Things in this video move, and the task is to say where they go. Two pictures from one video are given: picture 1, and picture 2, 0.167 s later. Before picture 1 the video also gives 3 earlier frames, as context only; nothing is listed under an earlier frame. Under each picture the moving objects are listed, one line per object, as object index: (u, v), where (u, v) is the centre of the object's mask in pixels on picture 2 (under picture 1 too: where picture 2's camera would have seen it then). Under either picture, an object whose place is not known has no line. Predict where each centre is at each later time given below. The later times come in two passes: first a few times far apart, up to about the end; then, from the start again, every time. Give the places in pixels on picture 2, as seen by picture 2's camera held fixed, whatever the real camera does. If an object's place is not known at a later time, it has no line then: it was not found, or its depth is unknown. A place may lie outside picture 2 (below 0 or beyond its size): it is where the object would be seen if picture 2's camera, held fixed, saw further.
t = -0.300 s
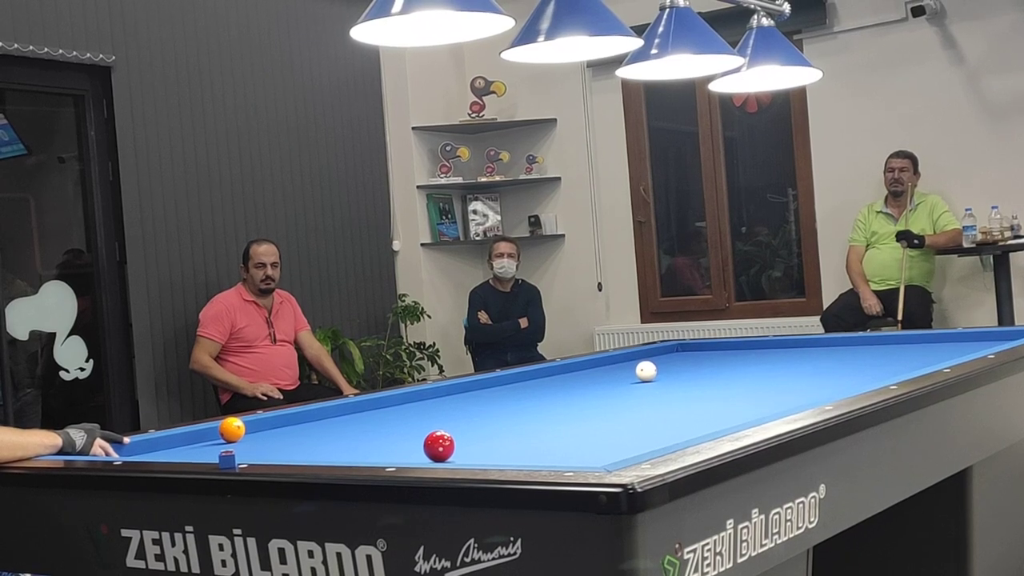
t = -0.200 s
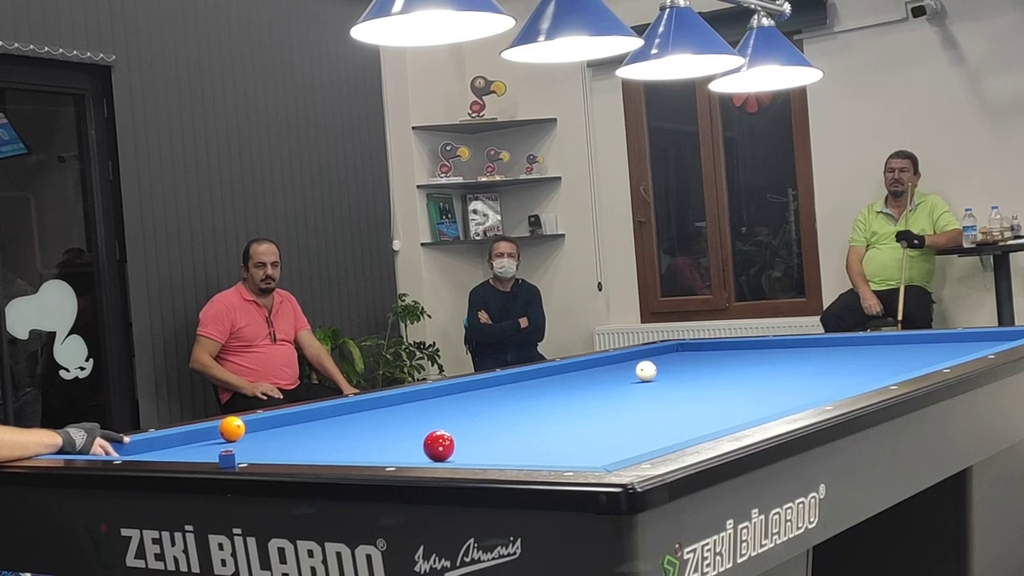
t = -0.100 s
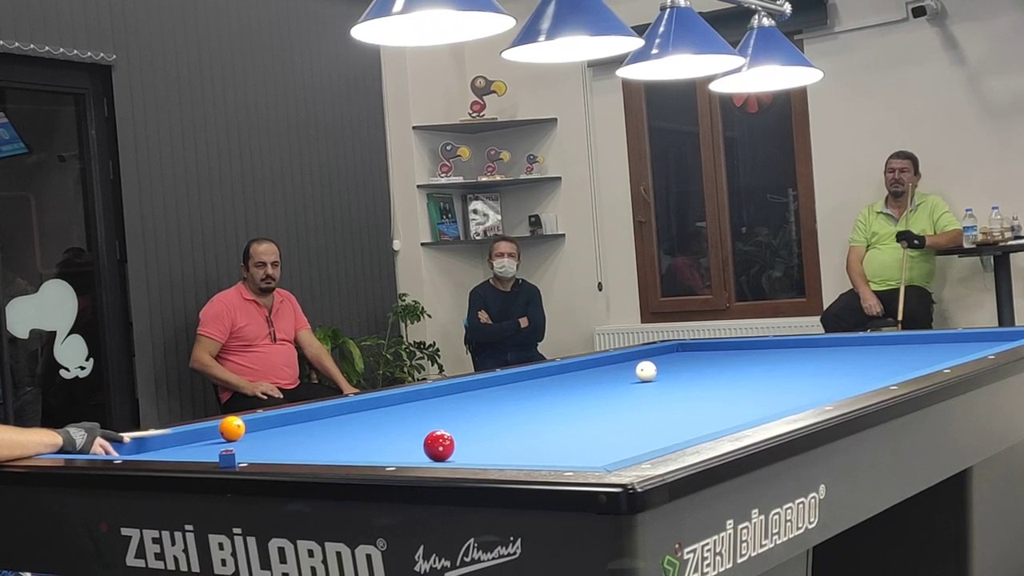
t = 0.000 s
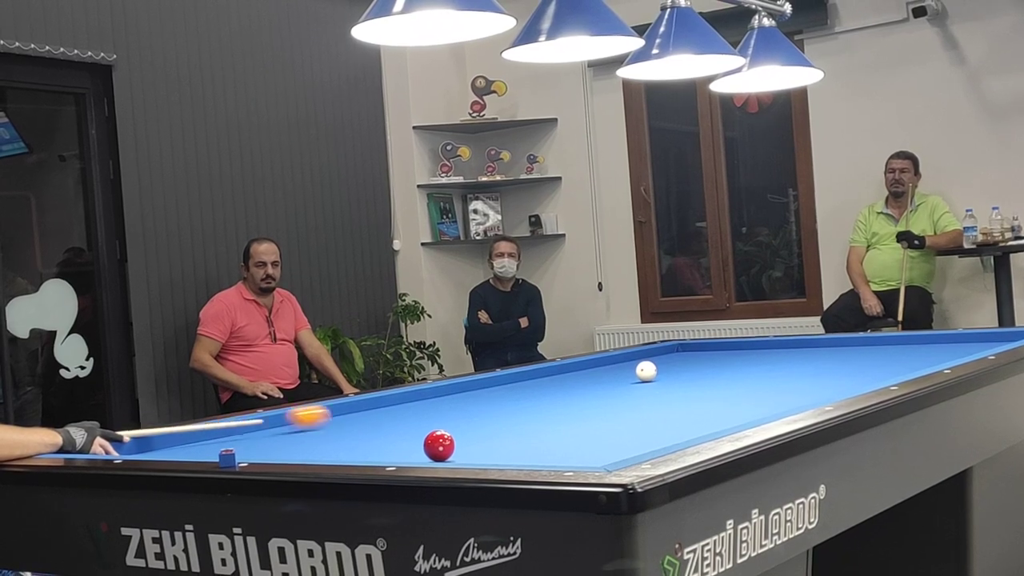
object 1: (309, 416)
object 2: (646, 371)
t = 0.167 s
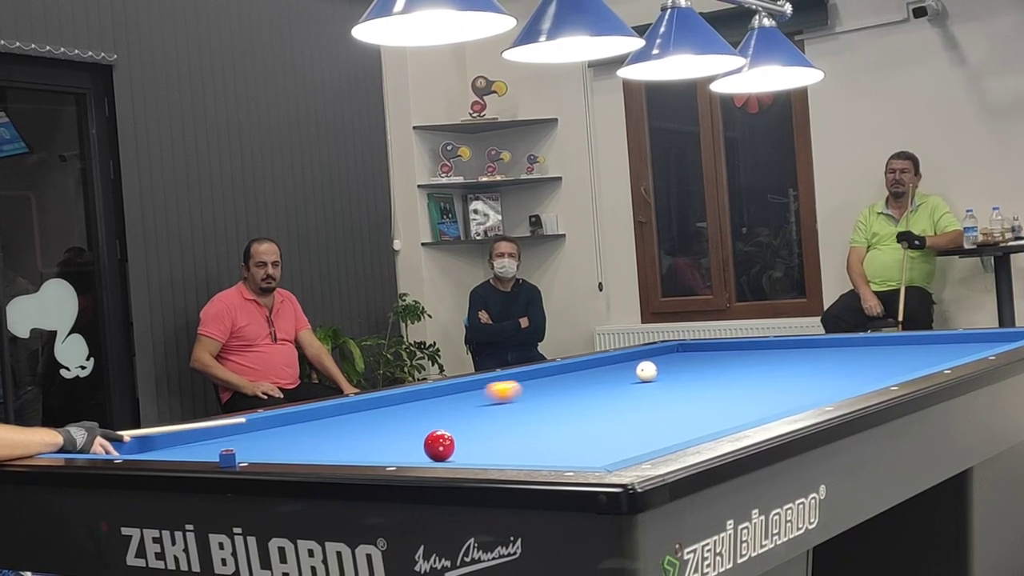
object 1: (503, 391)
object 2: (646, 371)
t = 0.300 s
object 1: (630, 374)
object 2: (648, 371)
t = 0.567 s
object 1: (812, 362)
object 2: (700, 353)
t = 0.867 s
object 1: (975, 346)
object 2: (724, 344)
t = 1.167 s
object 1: (906, 342)
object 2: (662, 353)
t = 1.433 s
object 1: (865, 338)
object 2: (608, 361)
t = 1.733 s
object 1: (766, 346)
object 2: (543, 371)
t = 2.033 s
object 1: (671, 352)
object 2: (473, 382)
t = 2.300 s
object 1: (613, 359)
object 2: (428, 391)
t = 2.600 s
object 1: (621, 363)
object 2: (373, 402)
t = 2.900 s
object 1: (628, 368)
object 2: (311, 415)
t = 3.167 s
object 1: (635, 373)
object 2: (250, 427)
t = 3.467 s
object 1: (645, 379)
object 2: (172, 442)
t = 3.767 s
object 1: (655, 386)
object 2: (134, 448)
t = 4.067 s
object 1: (666, 393)
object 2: (201, 442)
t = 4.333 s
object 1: (678, 401)
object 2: (255, 435)
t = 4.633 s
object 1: (693, 410)
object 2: (310, 426)
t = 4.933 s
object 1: (709, 420)
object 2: (361, 419)
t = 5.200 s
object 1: (708, 425)
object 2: (404, 413)
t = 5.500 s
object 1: (648, 438)
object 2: (447, 406)
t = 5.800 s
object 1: (587, 448)
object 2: (487, 400)
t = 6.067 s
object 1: (532, 453)
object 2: (521, 395)
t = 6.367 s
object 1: (471, 456)
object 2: (555, 390)
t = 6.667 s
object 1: (470, 454)
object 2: (587, 385)
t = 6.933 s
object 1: (473, 452)
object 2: (614, 381)
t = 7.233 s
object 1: (476, 449)
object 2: (641, 377)
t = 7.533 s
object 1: (479, 447)
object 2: (667, 373)
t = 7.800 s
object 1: (482, 444)
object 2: (688, 370)
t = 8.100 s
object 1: (484, 440)
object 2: (710, 367)
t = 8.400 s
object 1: (487, 437)
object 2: (731, 364)
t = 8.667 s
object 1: (488, 435)
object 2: (748, 361)
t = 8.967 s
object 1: (490, 432)
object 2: (766, 359)
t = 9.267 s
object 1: (492, 430)
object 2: (783, 356)
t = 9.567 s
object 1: (494, 428)
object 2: (798, 354)
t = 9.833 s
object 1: (495, 426)
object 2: (812, 352)
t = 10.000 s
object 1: (496, 425)
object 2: (819, 351)
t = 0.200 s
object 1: (536, 387)
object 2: (646, 371)
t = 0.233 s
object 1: (570, 382)
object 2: (646, 371)
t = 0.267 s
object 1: (602, 378)
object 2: (646, 371)
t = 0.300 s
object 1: (630, 374)
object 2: (648, 371)
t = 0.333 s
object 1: (655, 370)
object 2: (650, 365)
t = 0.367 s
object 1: (679, 371)
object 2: (659, 366)
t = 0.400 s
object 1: (699, 369)
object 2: (668, 364)
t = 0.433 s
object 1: (720, 368)
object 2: (676, 362)
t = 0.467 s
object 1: (744, 367)
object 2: (682, 359)
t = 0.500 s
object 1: (765, 366)
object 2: (688, 357)
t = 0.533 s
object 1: (789, 364)
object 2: (694, 355)
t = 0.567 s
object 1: (812, 362)
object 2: (700, 353)
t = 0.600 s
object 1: (835, 361)
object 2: (705, 352)
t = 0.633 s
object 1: (858, 359)
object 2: (710, 350)
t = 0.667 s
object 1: (882, 358)
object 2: (715, 349)
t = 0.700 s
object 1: (905, 356)
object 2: (720, 347)
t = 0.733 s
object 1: (929, 354)
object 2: (724, 346)
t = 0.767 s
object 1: (953, 351)
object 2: (728, 345)
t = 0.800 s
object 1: (976, 348)
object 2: (732, 343)
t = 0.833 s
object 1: (986, 345)
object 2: (731, 343)
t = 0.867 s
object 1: (975, 346)
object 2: (724, 344)
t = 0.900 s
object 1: (964, 347)
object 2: (716, 345)
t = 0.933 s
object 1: (954, 347)
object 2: (709, 347)
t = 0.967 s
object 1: (945, 346)
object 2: (702, 348)
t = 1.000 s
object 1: (937, 345)
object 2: (695, 349)
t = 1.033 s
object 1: (929, 345)
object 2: (687, 350)
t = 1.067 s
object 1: (923, 344)
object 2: (681, 351)
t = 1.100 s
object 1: (917, 344)
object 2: (674, 352)
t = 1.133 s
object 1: (912, 343)
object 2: (668, 353)
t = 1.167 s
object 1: (906, 342)
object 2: (662, 353)
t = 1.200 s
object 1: (901, 342)
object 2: (655, 354)
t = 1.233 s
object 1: (895, 341)
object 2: (648, 356)
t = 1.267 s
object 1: (891, 340)
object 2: (642, 356)
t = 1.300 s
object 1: (885, 340)
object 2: (635, 358)
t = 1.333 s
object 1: (881, 339)
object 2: (629, 358)
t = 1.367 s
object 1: (876, 339)
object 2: (622, 359)
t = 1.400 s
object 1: (871, 338)
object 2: (615, 360)
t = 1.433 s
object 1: (865, 338)
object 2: (608, 361)
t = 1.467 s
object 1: (853, 339)
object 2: (602, 362)
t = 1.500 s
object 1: (842, 340)
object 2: (594, 364)
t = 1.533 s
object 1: (830, 340)
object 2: (587, 365)
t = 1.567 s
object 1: (819, 342)
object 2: (580, 366)
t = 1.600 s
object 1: (808, 342)
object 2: (573, 366)
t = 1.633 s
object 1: (798, 343)
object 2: (565, 368)
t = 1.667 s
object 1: (787, 344)
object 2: (558, 369)
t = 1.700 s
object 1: (776, 345)
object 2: (551, 370)
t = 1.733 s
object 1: (766, 346)
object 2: (543, 371)
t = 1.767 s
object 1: (755, 346)
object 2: (536, 372)
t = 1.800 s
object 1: (745, 347)
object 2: (528, 373)
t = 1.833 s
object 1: (734, 348)
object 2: (520, 374)
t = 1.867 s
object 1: (723, 348)
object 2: (512, 376)
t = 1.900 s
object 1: (713, 349)
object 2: (505, 377)
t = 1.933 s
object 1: (703, 350)
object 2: (497, 378)
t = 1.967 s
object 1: (692, 351)
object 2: (489, 379)
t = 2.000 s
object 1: (682, 352)
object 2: (481, 380)
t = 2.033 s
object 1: (671, 352)
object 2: (473, 382)
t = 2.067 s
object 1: (660, 353)
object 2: (466, 383)
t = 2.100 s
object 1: (651, 354)
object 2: (461, 384)
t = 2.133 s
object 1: (641, 355)
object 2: (456, 385)
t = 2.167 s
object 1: (630, 356)
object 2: (450, 386)
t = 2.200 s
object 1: (620, 356)
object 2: (444, 387)
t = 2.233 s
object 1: (610, 357)
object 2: (439, 388)
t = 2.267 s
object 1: (611, 358)
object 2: (433, 389)
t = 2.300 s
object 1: (613, 359)
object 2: (428, 391)
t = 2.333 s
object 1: (614, 358)
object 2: (421, 392)
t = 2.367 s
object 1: (615, 359)
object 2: (415, 393)
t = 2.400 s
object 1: (616, 360)
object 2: (410, 394)
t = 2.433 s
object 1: (617, 360)
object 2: (404, 396)
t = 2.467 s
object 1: (617, 361)
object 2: (398, 397)
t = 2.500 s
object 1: (618, 361)
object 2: (391, 398)
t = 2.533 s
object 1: (619, 361)
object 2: (385, 399)
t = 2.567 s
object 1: (620, 362)
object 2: (379, 401)
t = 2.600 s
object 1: (621, 363)
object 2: (373, 402)
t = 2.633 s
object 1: (621, 363)
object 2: (366, 403)
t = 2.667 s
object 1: (622, 364)
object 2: (359, 405)
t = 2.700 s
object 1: (623, 364)
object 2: (353, 406)
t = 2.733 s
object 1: (624, 365)
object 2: (346, 407)
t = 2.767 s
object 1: (625, 366)
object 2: (339, 409)
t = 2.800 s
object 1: (625, 366)
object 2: (333, 410)
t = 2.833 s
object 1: (626, 367)
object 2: (325, 412)
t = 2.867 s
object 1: (627, 367)
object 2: (318, 413)
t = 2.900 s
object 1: (628, 368)
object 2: (311, 415)
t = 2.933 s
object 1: (629, 368)
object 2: (304, 416)
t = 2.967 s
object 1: (630, 369)
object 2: (296, 418)
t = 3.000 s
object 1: (631, 370)
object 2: (289, 419)
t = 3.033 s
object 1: (632, 370)
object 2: (281, 421)
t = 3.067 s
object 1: (633, 371)
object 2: (273, 422)
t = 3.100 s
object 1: (634, 372)
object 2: (266, 424)
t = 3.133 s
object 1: (635, 372)
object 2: (258, 425)
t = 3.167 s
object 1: (635, 373)
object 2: (250, 427)
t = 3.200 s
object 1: (637, 373)
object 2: (242, 429)
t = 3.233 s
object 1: (638, 374)
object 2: (233, 430)
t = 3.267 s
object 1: (639, 375)
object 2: (225, 432)
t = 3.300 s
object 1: (640, 375)
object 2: (217, 434)
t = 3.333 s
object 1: (640, 376)
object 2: (208, 436)
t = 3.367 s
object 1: (642, 376)
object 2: (199, 437)
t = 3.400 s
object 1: (643, 377)
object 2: (190, 439)
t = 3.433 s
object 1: (644, 378)
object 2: (181, 441)
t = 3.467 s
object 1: (645, 379)
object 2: (172, 442)
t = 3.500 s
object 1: (646, 380)
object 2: (163, 444)
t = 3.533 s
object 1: (647, 380)
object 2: (154, 445)
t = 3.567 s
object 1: (648, 381)
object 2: (144, 446)
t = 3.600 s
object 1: (649, 382)
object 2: (135, 447)
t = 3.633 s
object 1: (650, 383)
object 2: (125, 448)
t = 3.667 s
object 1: (652, 383)
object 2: (115, 449)
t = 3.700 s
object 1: (652, 384)
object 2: (114, 449)
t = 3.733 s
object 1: (654, 385)
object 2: (125, 448)
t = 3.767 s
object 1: (655, 386)
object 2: (134, 448)
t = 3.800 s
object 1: (656, 387)
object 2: (142, 447)
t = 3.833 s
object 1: (658, 387)
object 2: (150, 447)
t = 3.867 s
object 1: (659, 388)
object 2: (158, 446)
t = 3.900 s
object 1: (660, 389)
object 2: (165, 445)
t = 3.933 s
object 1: (661, 390)
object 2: (172, 445)
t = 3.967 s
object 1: (662, 391)
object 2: (179, 444)
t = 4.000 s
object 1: (664, 391)
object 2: (186, 444)
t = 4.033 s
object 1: (665, 392)
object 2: (194, 443)
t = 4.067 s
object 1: (666, 393)
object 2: (201, 442)
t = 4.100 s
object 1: (668, 394)
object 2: (208, 441)
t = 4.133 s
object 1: (670, 395)
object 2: (214, 440)
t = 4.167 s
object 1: (671, 396)
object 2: (222, 439)
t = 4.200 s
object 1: (672, 397)
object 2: (228, 438)
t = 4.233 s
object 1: (674, 398)
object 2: (235, 437)
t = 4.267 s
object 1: (675, 399)
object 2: (242, 437)
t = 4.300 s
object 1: (676, 400)
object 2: (248, 436)
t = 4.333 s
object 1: (678, 401)
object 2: (255, 435)
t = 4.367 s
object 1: (680, 402)
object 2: (261, 433)
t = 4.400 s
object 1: (681, 403)
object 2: (268, 432)
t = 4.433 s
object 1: (683, 404)
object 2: (274, 432)
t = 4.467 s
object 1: (685, 405)
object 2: (280, 431)
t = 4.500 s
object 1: (686, 406)
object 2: (286, 430)
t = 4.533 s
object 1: (688, 407)
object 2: (292, 429)
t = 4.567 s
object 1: (689, 408)
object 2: (299, 428)
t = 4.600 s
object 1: (691, 409)
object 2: (305, 427)
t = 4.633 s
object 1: (693, 410)
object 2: (310, 426)
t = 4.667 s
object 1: (695, 411)
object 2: (317, 425)
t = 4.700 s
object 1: (697, 413)
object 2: (322, 425)
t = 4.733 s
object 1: (698, 414)
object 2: (328, 424)
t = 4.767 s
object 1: (700, 415)
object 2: (334, 423)
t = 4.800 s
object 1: (702, 416)
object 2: (339, 422)
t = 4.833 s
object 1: (703, 417)
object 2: (345, 421)
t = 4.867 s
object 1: (705, 418)
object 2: (351, 420)
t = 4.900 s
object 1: (707, 419)
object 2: (356, 420)
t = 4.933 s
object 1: (709, 420)
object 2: (361, 419)
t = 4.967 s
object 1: (711, 420)
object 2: (367, 418)
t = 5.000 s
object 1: (713, 421)
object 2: (372, 417)
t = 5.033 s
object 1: (714, 421)
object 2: (378, 416)
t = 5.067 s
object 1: (716, 422)
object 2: (383, 416)
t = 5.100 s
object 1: (718, 422)
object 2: (388, 415)
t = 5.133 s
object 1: (719, 422)
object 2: (393, 414)
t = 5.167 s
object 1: (716, 423)
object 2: (399, 413)
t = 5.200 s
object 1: (708, 425)
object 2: (404, 413)
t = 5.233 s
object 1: (701, 426)
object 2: (409, 412)
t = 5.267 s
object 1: (694, 428)
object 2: (414, 411)
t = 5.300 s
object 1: (688, 430)
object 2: (419, 410)
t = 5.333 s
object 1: (681, 431)
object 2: (424, 410)
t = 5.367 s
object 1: (674, 432)
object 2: (428, 409)
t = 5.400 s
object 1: (668, 434)
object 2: (433, 408)
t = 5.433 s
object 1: (661, 435)
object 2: (438, 408)
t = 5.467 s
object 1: (655, 437)
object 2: (443, 407)
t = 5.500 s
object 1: (648, 438)
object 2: (447, 406)
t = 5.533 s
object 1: (641, 439)
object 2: (452, 405)
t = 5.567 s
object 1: (634, 441)
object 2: (457, 405)
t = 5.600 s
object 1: (628, 442)
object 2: (461, 404)
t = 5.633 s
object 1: (621, 443)
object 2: (466, 403)
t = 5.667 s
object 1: (614, 444)
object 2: (470, 403)
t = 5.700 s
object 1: (607, 445)
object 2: (474, 402)
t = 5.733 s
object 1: (601, 447)
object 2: (479, 401)
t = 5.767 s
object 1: (594, 447)
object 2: (483, 401)
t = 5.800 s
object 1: (587, 448)
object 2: (487, 400)
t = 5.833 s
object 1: (580, 449)
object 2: (492, 400)
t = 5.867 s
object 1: (573, 450)
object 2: (496, 399)
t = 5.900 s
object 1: (566, 450)
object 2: (500, 398)
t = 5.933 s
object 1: (560, 451)
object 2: (504, 398)
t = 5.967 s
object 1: (553, 452)
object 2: (509, 397)
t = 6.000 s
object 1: (546, 452)
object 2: (513, 397)
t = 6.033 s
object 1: (539, 452)
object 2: (517, 396)
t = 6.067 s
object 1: (532, 453)
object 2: (521, 395)
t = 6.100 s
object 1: (525, 453)
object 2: (525, 395)
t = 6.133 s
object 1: (518, 453)
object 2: (529, 394)
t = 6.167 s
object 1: (511, 454)
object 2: (532, 394)
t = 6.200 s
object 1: (505, 454)
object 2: (536, 393)
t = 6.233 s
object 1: (498, 455)
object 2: (540, 392)
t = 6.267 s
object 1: (491, 455)
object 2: (544, 392)
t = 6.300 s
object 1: (484, 455)
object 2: (548, 391)
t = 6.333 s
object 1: (477, 456)
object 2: (552, 391)
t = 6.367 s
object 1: (471, 456)
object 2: (555, 390)
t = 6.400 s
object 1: (466, 456)
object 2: (559, 390)
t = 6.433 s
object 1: (467, 456)
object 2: (563, 389)
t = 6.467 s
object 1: (468, 456)
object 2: (566, 389)
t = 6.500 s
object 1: (468, 455)
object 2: (570, 388)
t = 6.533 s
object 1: (469, 455)
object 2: (573, 387)
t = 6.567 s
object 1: (469, 455)
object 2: (577, 387)
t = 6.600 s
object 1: (470, 454)
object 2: (581, 386)
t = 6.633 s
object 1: (470, 454)
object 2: (584, 386)
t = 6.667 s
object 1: (470, 454)
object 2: (587, 385)
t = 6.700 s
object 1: (471, 454)
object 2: (590, 385)
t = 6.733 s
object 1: (471, 453)
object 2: (594, 385)
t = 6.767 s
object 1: (471, 453)
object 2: (597, 384)
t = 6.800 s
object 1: (472, 453)
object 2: (601, 383)
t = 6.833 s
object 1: (472, 453)
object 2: (604, 383)
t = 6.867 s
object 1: (472, 452)
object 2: (607, 383)
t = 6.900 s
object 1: (473, 452)
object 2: (610, 382)
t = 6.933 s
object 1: (473, 452)
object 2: (614, 381)
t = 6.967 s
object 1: (473, 452)
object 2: (617, 381)
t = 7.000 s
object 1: (474, 451)
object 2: (620, 381)
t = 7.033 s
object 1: (474, 451)
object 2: (623, 380)
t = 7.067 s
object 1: (474, 451)
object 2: (626, 380)
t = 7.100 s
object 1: (475, 451)
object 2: (629, 379)
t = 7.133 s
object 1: (475, 450)
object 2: (633, 379)
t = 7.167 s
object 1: (475, 450)
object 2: (635, 378)
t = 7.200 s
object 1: (476, 450)
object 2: (639, 378)
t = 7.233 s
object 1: (476, 449)
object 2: (641, 377)
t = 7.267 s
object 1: (476, 449)
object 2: (644, 377)
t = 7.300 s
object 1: (477, 449)
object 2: (647, 376)
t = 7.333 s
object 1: (477, 448)
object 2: (650, 376)
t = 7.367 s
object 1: (477, 448)
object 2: (653, 376)
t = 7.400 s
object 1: (478, 448)
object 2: (656, 375)
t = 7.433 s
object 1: (478, 448)
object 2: (659, 375)
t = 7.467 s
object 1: (478, 447)
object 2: (662, 374)
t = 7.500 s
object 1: (479, 447)
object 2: (664, 374)
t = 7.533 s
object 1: (479, 447)
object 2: (667, 373)
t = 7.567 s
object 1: (479, 446)
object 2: (670, 373)
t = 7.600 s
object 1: (480, 446)
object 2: (672, 373)
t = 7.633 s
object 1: (480, 446)
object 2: (675, 373)
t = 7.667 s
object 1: (480, 445)
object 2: (678, 372)
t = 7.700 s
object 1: (481, 445)
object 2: (681, 372)
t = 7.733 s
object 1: (481, 444)
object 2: (683, 371)
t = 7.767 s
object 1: (481, 444)
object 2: (686, 371)
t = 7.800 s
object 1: (482, 444)
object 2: (688, 370)
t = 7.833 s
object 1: (482, 443)
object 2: (691, 370)
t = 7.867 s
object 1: (482, 443)
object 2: (693, 370)
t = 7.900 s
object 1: (483, 442)
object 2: (696, 370)
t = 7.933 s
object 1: (483, 442)
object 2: (698, 369)
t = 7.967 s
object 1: (483, 442)
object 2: (701, 368)
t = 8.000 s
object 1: (484, 441)
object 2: (704, 368)
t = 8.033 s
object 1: (484, 441)
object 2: (706, 368)
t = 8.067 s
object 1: (484, 441)
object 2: (708, 367)
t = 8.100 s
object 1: (484, 440)
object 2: (710, 367)
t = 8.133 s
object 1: (485, 440)
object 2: (713, 367)
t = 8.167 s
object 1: (485, 440)
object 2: (715, 367)
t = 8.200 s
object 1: (485, 439)
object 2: (718, 366)
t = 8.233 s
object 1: (485, 439)
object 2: (720, 366)
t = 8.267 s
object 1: (486, 439)
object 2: (722, 365)
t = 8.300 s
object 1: (486, 438)
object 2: (725, 365)
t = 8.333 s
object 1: (486, 438)
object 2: (727, 365)
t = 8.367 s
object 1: (486, 437)
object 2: (729, 364)
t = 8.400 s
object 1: (487, 437)
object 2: (731, 364)
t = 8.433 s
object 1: (487, 437)
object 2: (733, 363)
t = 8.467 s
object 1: (487, 436)
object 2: (735, 363)
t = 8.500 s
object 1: (487, 436)
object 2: (738, 363)
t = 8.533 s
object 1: (488, 436)
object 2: (740, 362)
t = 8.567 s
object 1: (488, 436)
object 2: (742, 362)
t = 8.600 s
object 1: (488, 435)
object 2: (744, 362)
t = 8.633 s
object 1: (488, 435)
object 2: (746, 361)
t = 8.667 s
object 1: (488, 435)
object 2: (748, 361)
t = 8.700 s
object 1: (489, 434)
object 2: (750, 361)
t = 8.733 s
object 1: (489, 434)
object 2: (752, 361)
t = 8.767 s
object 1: (489, 434)
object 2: (754, 360)
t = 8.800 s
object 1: (489, 433)
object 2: (756, 360)
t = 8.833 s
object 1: (490, 433)
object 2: (759, 360)
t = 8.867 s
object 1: (490, 433)
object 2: (760, 360)
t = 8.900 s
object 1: (490, 433)
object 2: (762, 359)
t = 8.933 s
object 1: (490, 432)
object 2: (764, 359)
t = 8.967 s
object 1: (490, 432)
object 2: (766, 359)
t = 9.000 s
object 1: (490, 432)
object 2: (768, 358)
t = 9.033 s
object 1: (490, 432)
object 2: (770, 358)
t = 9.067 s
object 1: (491, 431)
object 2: (772, 358)
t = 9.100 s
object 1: (491, 431)
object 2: (774, 358)
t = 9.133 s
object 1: (491, 431)
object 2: (776, 357)
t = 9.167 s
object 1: (491, 431)
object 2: (777, 357)
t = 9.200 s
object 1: (491, 430)
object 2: (779, 357)
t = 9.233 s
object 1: (492, 430)
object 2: (781, 356)
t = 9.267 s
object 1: (492, 430)
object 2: (783, 356)
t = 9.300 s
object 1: (492, 430)
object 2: (785, 356)
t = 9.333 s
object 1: (492, 430)
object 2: (786, 356)
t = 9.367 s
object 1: (493, 429)
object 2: (788, 356)
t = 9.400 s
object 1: (492, 429)
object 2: (790, 355)
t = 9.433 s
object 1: (493, 429)
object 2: (792, 355)
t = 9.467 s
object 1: (493, 429)
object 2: (793, 355)
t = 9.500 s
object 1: (493, 428)
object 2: (795, 354)
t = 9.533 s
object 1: (493, 428)
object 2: (797, 354)
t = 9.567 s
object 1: (494, 428)
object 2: (798, 354)
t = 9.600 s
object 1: (494, 428)
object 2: (800, 354)
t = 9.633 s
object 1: (494, 427)
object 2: (802, 353)
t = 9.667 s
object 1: (494, 427)
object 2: (803, 353)
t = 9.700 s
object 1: (494, 427)
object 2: (805, 353)
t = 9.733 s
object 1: (494, 427)
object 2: (807, 353)
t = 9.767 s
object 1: (494, 427)
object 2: (808, 352)
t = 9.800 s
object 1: (495, 427)
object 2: (810, 352)
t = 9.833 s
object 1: (495, 426)
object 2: (812, 352)
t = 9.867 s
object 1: (495, 426)
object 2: (813, 352)
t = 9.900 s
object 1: (495, 426)
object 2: (814, 352)
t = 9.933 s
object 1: (495, 426)
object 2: (816, 351)
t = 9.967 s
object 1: (495, 426)
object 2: (817, 351)
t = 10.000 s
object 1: (496, 425)
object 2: (819, 351)
